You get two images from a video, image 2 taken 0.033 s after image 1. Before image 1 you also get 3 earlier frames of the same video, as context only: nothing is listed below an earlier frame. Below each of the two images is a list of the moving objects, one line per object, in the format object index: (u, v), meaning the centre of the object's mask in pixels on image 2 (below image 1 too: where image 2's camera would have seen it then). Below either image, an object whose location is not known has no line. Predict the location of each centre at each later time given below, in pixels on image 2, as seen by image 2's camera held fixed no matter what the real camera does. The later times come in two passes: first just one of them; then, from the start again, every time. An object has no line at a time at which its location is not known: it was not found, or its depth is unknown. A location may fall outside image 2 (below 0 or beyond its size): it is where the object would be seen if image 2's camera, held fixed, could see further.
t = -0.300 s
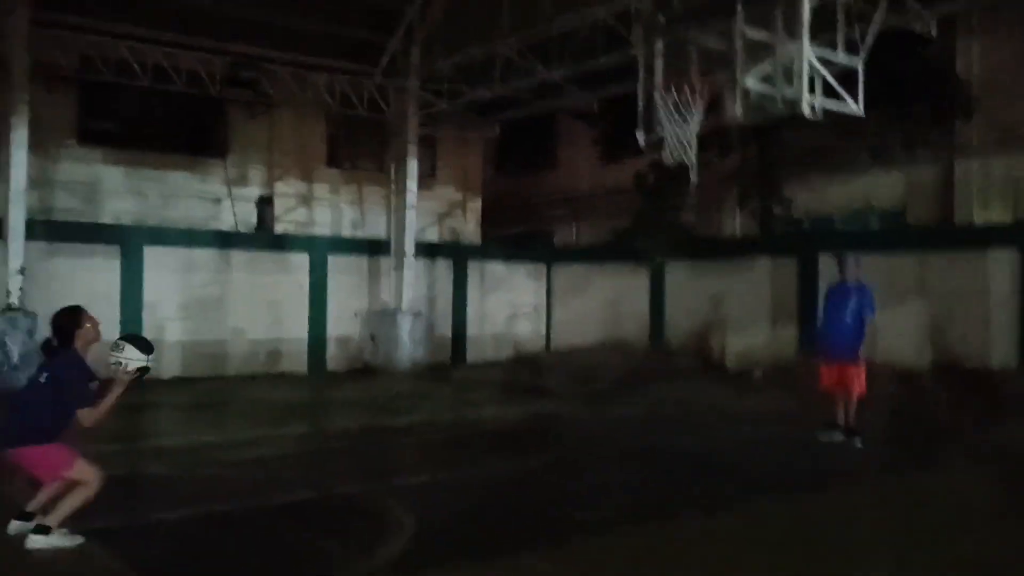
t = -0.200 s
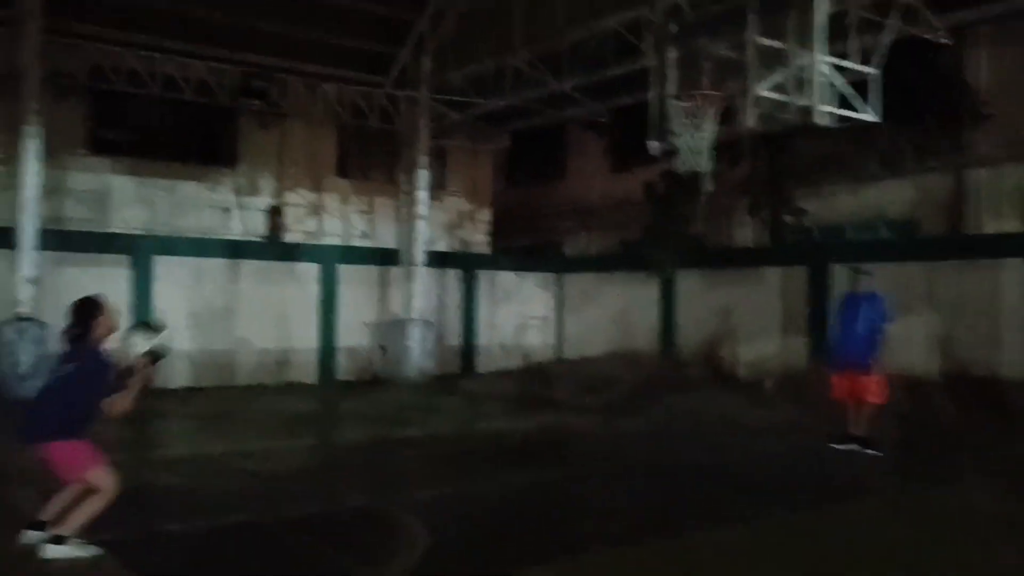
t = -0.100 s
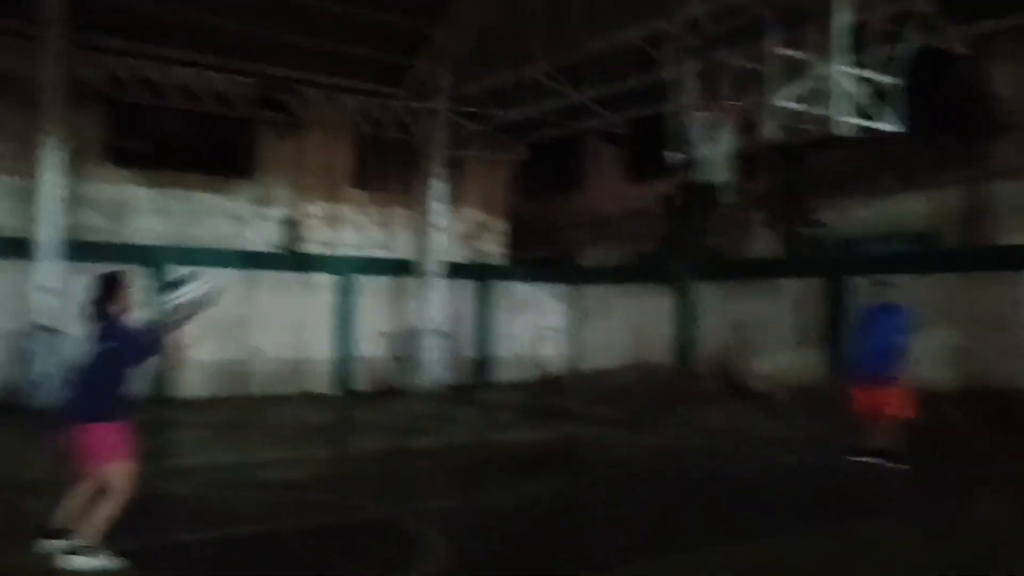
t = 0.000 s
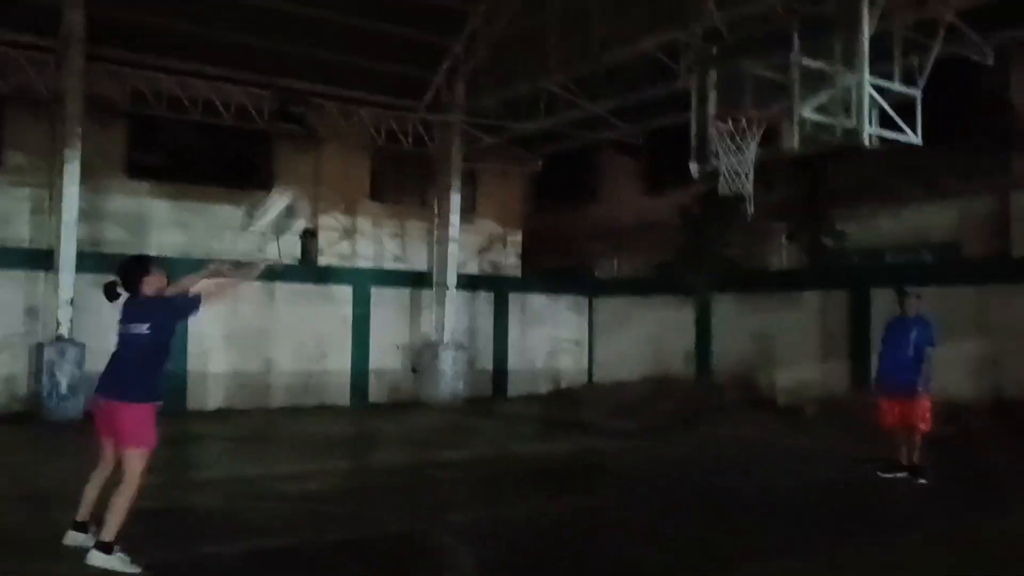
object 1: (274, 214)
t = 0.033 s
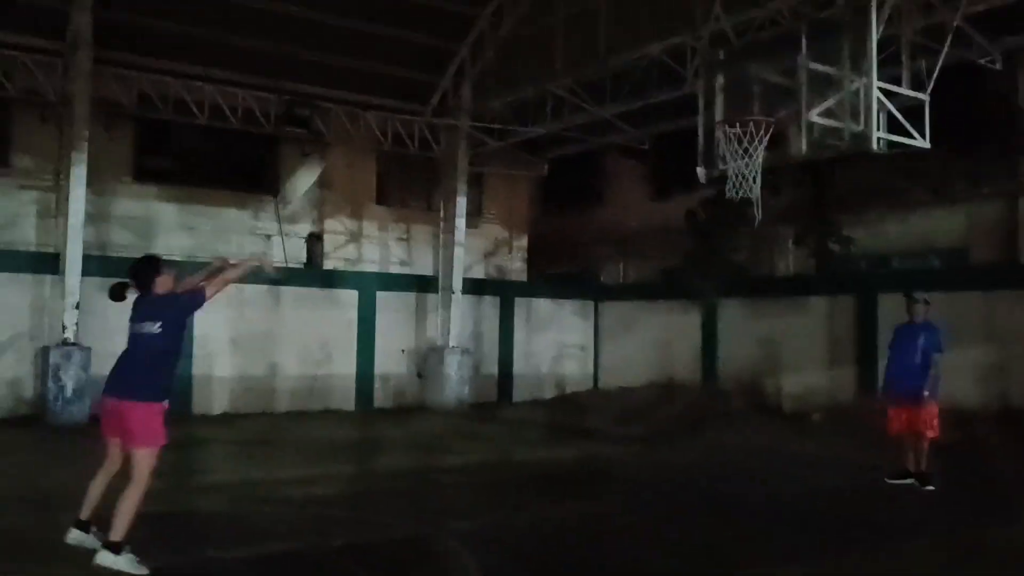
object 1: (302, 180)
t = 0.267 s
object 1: (469, 61)
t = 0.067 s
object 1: (325, 157)
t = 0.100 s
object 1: (352, 140)
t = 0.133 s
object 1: (376, 119)
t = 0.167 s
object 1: (397, 103)
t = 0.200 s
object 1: (419, 89)
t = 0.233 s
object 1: (440, 78)
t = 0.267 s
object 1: (469, 61)
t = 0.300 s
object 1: (489, 49)
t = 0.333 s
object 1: (509, 39)
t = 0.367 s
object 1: (525, 30)
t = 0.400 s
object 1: (541, 25)
